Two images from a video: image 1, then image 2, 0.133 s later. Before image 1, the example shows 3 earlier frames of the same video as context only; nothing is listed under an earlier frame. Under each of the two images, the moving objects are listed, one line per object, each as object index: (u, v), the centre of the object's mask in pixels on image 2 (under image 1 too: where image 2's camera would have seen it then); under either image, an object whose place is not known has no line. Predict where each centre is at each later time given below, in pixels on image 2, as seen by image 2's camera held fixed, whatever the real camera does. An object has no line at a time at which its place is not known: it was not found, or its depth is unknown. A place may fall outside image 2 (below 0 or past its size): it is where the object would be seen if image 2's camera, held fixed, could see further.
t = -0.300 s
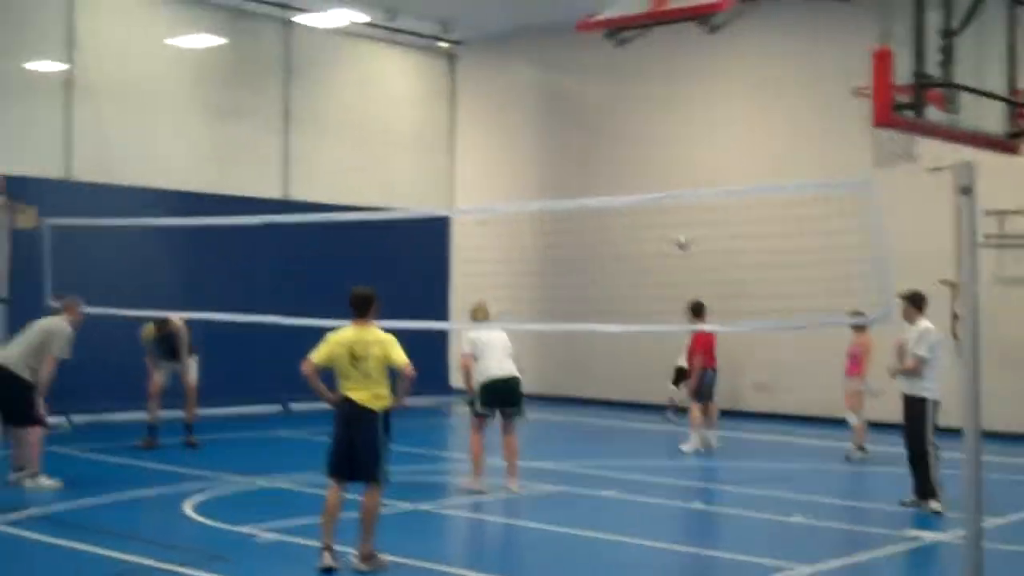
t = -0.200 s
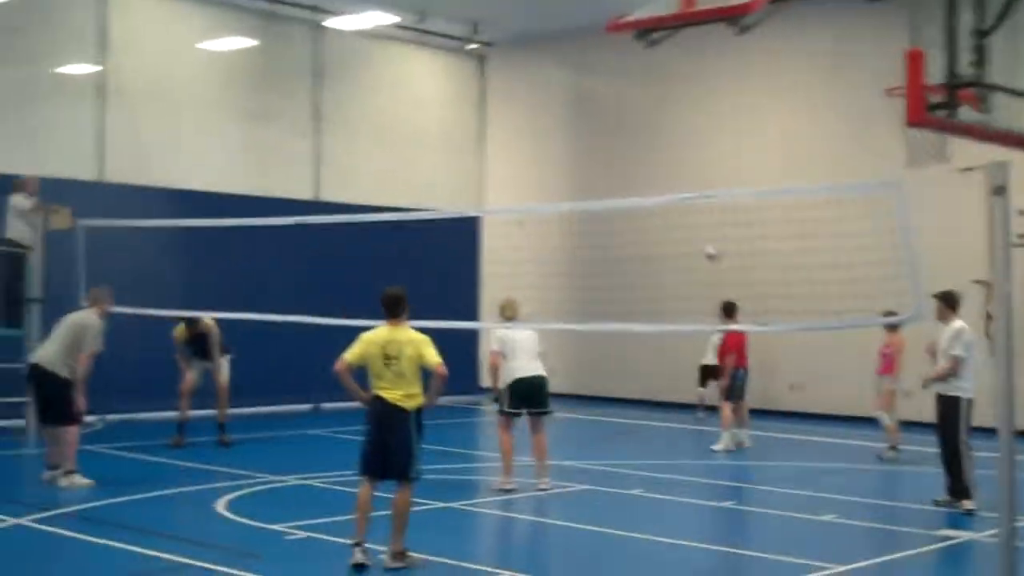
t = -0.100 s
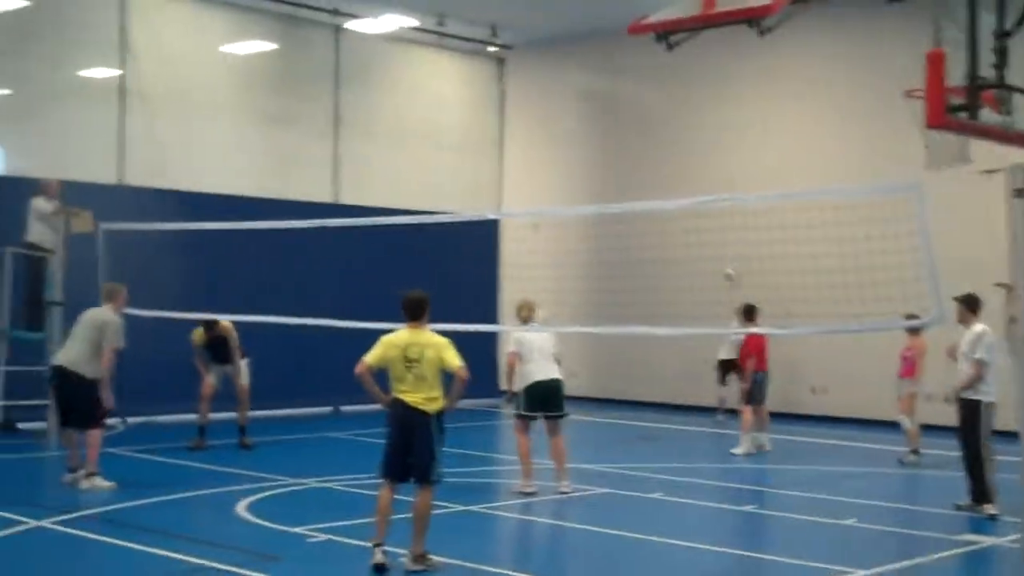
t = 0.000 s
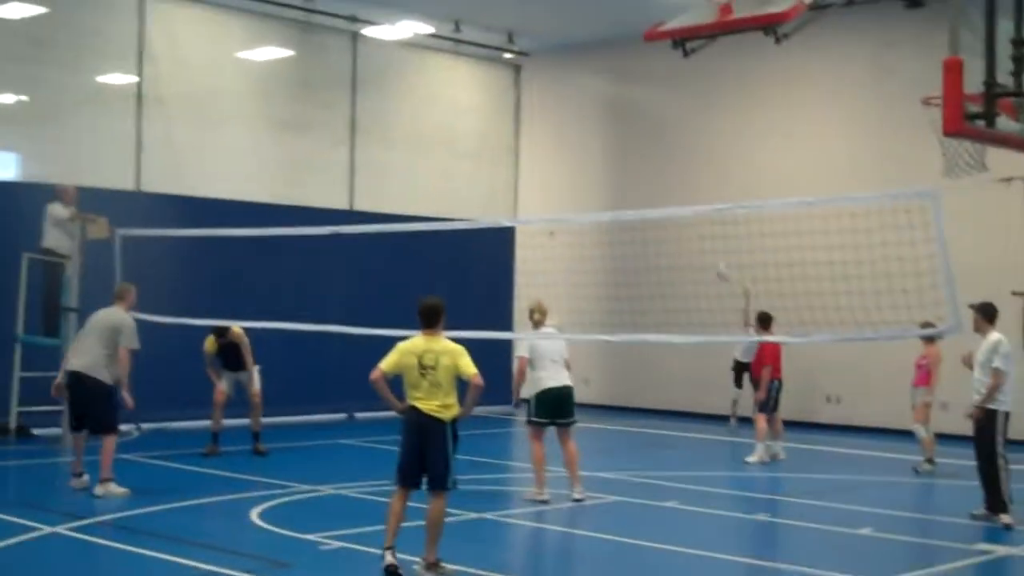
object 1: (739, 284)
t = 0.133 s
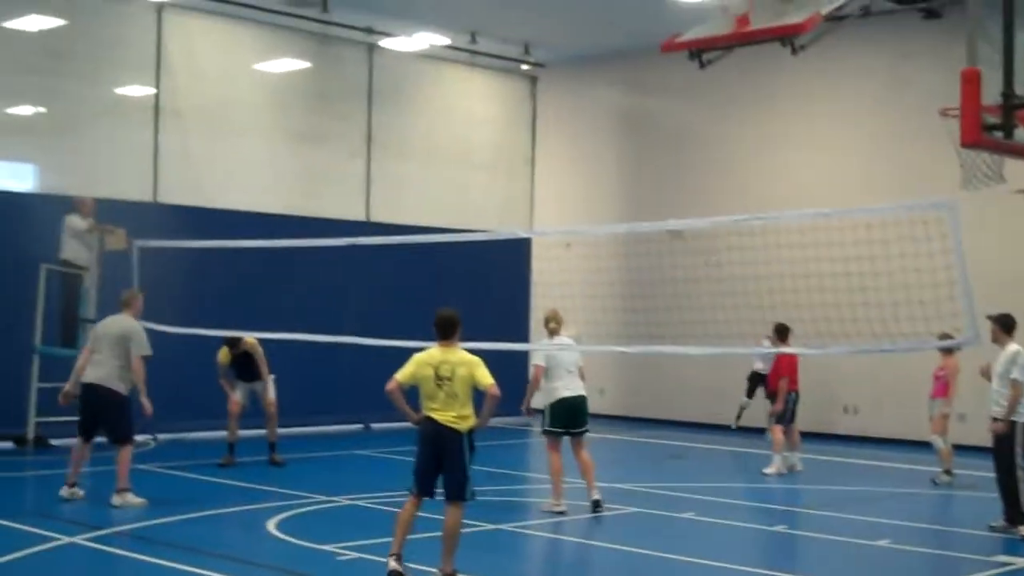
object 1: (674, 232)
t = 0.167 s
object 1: (657, 213)
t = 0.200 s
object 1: (641, 205)
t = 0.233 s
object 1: (623, 194)
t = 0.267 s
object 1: (605, 183)
